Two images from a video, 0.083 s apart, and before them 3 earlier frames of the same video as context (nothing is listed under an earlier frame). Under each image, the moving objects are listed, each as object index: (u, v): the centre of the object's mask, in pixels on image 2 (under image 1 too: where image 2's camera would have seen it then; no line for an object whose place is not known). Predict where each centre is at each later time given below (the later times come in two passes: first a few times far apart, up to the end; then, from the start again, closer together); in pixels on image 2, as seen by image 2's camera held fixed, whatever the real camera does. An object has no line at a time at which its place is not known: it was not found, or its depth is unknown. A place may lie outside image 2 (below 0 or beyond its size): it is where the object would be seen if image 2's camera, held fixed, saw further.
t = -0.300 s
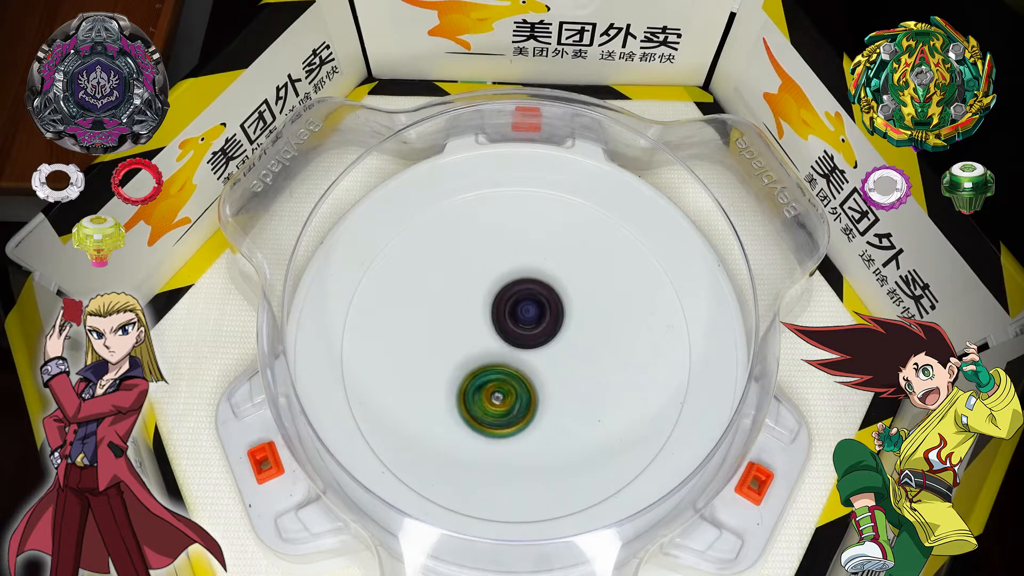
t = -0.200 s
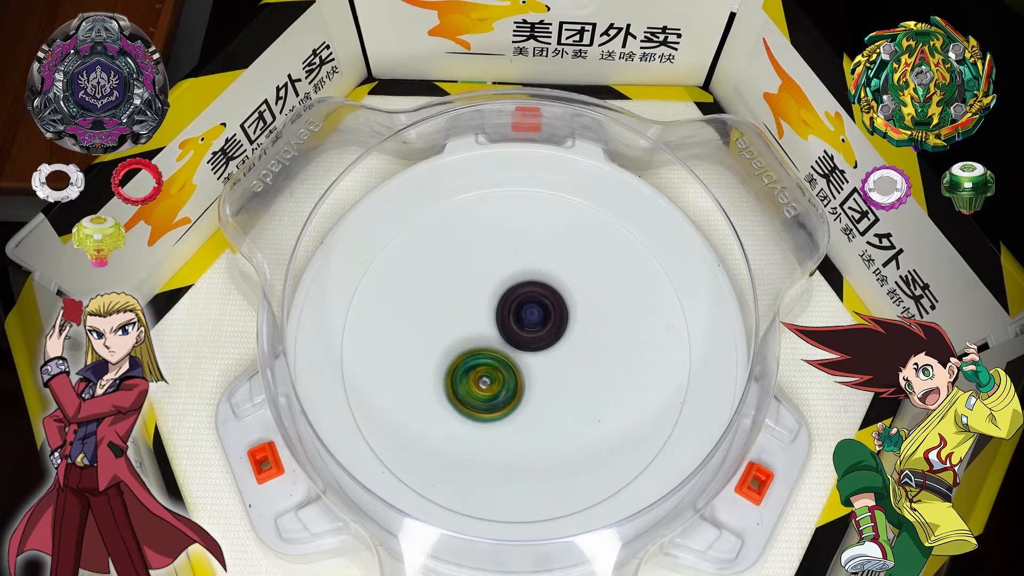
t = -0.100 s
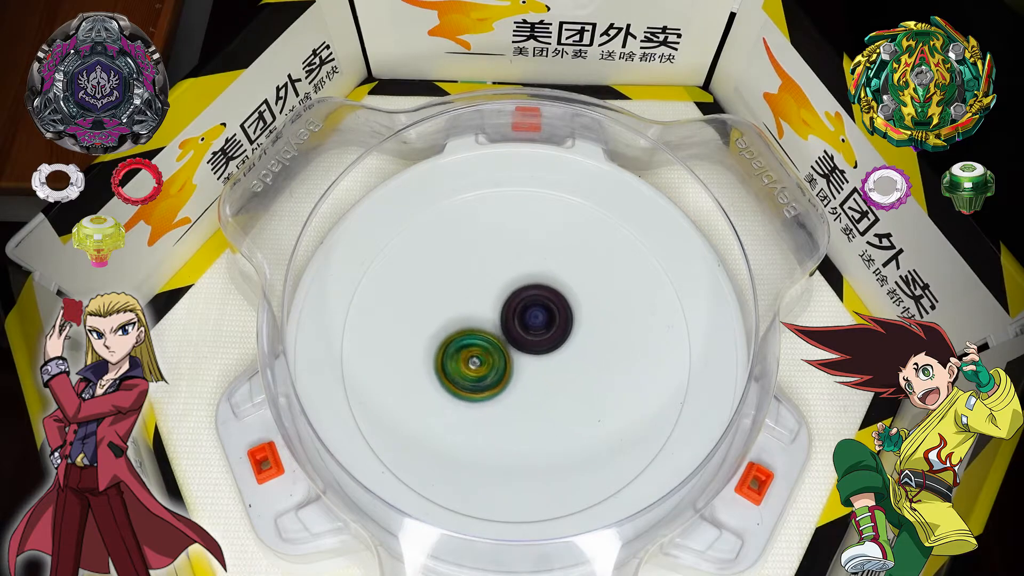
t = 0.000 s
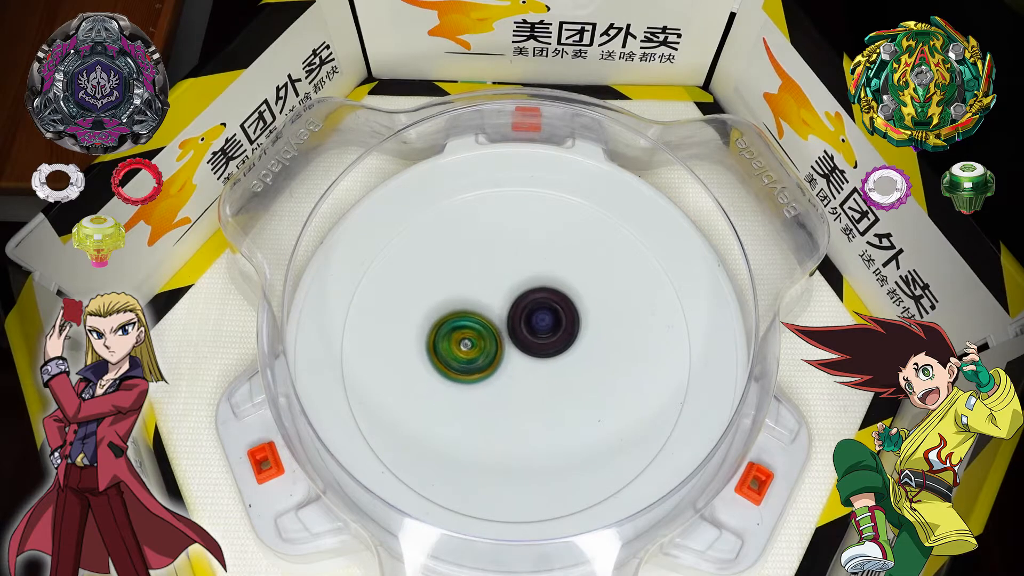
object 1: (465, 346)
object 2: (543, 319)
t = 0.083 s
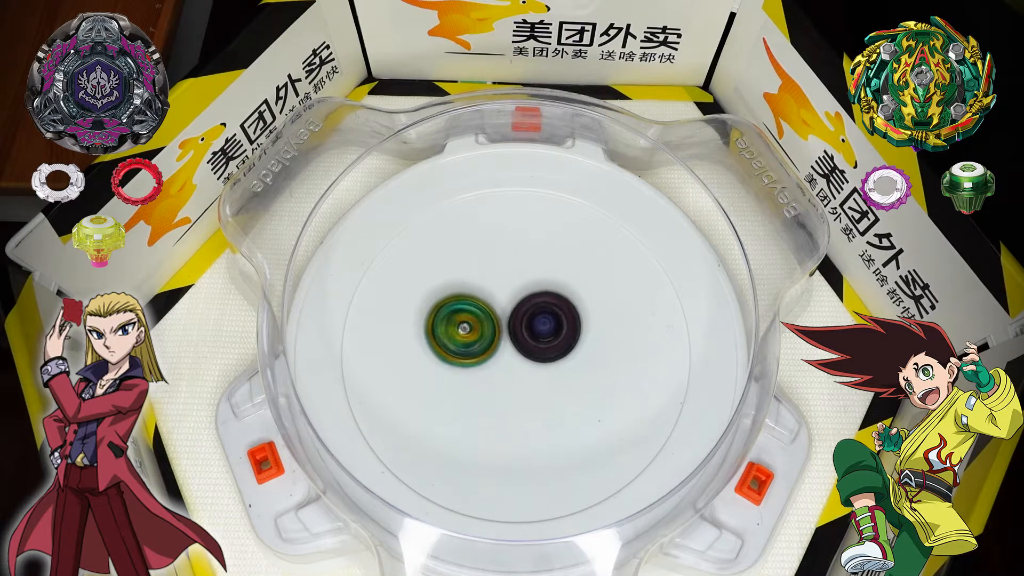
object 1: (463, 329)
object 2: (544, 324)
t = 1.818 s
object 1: (560, 344)
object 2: (480, 359)
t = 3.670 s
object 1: (493, 316)
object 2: (553, 364)
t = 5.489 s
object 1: (519, 385)
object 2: (517, 300)
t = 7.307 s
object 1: (555, 339)
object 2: (460, 324)
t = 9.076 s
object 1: (522, 343)
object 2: (455, 390)
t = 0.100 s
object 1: (462, 327)
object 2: (544, 325)
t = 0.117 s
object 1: (463, 324)
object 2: (545, 326)
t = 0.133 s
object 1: (462, 321)
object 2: (545, 326)
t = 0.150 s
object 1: (463, 318)
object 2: (545, 327)
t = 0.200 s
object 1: (464, 310)
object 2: (545, 330)
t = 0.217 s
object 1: (466, 307)
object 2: (545, 331)
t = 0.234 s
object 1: (466, 305)
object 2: (545, 331)
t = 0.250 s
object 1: (468, 302)
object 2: (546, 332)
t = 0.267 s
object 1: (469, 300)
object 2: (545, 334)
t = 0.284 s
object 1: (471, 298)
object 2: (545, 334)
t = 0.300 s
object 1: (472, 296)
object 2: (545, 335)
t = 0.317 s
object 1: (474, 294)
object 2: (546, 336)
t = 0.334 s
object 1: (476, 293)
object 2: (546, 336)
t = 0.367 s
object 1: (480, 290)
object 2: (545, 339)
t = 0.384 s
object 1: (482, 288)
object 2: (545, 341)
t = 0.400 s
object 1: (484, 288)
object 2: (545, 342)
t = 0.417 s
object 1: (487, 286)
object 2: (545, 343)
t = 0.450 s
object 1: (492, 285)
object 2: (545, 344)
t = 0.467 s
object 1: (495, 285)
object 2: (544, 345)
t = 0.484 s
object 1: (498, 284)
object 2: (544, 347)
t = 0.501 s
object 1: (499, 280)
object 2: (546, 350)
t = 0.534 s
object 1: (501, 274)
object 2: (549, 359)
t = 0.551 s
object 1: (501, 272)
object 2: (549, 361)
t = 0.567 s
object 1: (503, 270)
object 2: (550, 364)
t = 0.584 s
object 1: (504, 270)
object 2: (550, 366)
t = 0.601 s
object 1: (506, 268)
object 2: (550, 368)
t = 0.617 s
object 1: (507, 268)
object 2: (550, 369)
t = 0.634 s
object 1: (509, 267)
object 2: (550, 370)
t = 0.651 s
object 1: (510, 268)
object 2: (549, 370)
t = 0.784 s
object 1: (524, 274)
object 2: (547, 375)
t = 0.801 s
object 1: (525, 275)
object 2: (546, 375)
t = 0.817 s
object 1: (528, 277)
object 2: (545, 375)
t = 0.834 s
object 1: (529, 278)
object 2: (544, 375)
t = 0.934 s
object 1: (539, 292)
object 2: (539, 376)
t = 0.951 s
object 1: (541, 295)
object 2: (538, 376)
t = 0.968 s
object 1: (542, 298)
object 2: (537, 376)
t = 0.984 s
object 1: (544, 300)
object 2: (536, 377)
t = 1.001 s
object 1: (548, 298)
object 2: (534, 381)
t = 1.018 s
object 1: (551, 293)
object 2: (531, 386)
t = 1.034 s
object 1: (553, 291)
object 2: (529, 390)
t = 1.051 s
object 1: (556, 289)
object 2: (526, 391)
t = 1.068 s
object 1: (557, 289)
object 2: (525, 394)
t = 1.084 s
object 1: (558, 288)
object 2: (523, 395)
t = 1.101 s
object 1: (560, 288)
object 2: (522, 395)
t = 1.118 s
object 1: (560, 288)
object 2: (521, 396)
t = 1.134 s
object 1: (562, 289)
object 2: (520, 396)
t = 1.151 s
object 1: (562, 289)
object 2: (519, 396)
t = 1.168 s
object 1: (564, 290)
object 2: (518, 396)
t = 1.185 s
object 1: (564, 291)
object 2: (516, 396)
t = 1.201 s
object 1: (564, 291)
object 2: (515, 397)
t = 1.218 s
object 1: (564, 293)
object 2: (514, 397)
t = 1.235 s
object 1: (565, 294)
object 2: (513, 396)
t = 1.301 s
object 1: (564, 301)
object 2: (509, 394)
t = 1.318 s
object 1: (564, 303)
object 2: (508, 395)
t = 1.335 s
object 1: (563, 306)
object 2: (506, 394)
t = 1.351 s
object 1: (563, 308)
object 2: (505, 393)
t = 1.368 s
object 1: (562, 310)
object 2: (505, 393)
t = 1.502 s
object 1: (553, 330)
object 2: (496, 384)
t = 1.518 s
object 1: (553, 333)
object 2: (495, 385)
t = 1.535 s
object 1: (554, 333)
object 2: (492, 383)
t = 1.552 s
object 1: (555, 335)
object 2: (490, 384)
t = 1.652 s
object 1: (557, 339)
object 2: (483, 376)
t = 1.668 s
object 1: (556, 340)
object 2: (482, 374)
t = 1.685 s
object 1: (557, 340)
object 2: (482, 373)
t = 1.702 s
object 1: (557, 340)
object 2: (482, 371)
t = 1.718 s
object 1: (557, 340)
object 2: (482, 369)
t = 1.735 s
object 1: (557, 341)
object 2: (482, 367)
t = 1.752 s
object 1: (557, 342)
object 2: (482, 366)
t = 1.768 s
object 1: (558, 342)
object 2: (482, 364)
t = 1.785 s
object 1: (558, 343)
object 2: (482, 362)
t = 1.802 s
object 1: (558, 343)
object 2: (482, 360)
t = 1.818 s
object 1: (560, 344)
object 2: (480, 359)
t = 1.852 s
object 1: (563, 343)
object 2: (478, 355)
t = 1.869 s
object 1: (564, 343)
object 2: (477, 353)
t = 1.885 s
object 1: (566, 343)
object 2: (477, 351)
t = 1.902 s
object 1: (566, 344)
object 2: (477, 349)
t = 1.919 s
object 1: (567, 343)
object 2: (477, 347)
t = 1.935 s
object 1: (568, 344)
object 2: (477, 345)
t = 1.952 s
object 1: (568, 344)
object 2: (477, 344)
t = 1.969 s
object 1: (569, 344)
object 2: (478, 342)
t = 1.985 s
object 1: (569, 344)
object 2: (478, 340)
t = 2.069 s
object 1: (567, 345)
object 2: (480, 330)
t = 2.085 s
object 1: (567, 345)
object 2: (481, 328)
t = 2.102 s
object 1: (566, 345)
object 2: (482, 326)
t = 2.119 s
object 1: (565, 345)
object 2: (482, 325)
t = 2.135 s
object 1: (564, 345)
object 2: (482, 323)
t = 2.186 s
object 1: (560, 346)
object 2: (485, 319)
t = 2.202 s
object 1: (559, 345)
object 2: (486, 318)
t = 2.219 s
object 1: (558, 347)
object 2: (486, 316)
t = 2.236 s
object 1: (558, 348)
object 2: (485, 313)
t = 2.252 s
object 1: (560, 348)
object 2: (485, 311)
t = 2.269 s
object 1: (560, 349)
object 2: (485, 308)
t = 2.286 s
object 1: (560, 349)
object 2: (486, 307)
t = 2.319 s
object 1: (559, 350)
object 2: (488, 304)
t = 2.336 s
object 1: (559, 351)
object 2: (489, 303)
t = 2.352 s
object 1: (559, 352)
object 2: (490, 302)
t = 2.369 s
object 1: (558, 351)
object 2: (491, 301)
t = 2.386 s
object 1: (557, 352)
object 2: (492, 300)
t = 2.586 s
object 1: (542, 358)
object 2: (507, 290)
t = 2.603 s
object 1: (541, 359)
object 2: (509, 290)
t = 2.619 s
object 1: (539, 360)
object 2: (511, 291)
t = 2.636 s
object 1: (538, 361)
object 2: (512, 291)
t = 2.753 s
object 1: (526, 366)
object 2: (524, 291)
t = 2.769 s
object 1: (525, 367)
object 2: (525, 291)
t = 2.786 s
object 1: (523, 368)
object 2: (527, 292)
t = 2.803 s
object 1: (521, 368)
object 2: (528, 292)
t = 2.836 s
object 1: (517, 368)
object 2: (531, 293)
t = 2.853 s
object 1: (516, 368)
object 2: (533, 293)
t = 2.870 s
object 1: (514, 368)
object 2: (534, 293)
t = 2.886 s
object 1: (512, 367)
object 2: (536, 294)
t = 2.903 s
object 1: (511, 367)
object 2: (538, 295)
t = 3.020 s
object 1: (500, 361)
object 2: (547, 302)
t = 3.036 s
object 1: (498, 360)
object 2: (548, 303)
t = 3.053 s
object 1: (497, 358)
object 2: (549, 304)
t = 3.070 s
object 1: (496, 357)
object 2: (550, 305)
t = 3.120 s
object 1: (493, 354)
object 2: (553, 309)
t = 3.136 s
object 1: (491, 352)
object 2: (555, 310)
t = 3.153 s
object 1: (490, 350)
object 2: (555, 312)
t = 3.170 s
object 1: (489, 349)
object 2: (556, 313)
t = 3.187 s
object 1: (488, 348)
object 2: (557, 315)
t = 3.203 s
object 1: (488, 347)
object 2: (558, 316)
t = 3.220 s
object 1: (486, 345)
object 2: (558, 318)
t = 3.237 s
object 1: (486, 343)
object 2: (559, 320)
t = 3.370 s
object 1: (482, 332)
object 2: (562, 333)
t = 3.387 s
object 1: (482, 331)
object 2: (562, 335)
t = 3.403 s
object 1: (481, 330)
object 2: (562, 337)
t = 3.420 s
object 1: (481, 328)
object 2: (562, 339)
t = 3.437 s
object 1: (481, 327)
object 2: (562, 341)
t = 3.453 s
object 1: (481, 326)
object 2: (562, 343)
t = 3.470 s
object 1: (482, 325)
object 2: (562, 344)
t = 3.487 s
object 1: (482, 324)
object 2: (561, 346)
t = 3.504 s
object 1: (482, 322)
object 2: (561, 348)
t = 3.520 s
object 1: (483, 322)
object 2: (560, 350)
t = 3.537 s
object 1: (484, 321)
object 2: (560, 351)
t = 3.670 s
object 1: (493, 316)
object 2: (553, 364)
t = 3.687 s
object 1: (495, 315)
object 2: (552, 366)
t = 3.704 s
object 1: (495, 312)
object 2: (553, 369)
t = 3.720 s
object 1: (494, 310)
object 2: (552, 372)
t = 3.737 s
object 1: (494, 307)
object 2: (552, 375)
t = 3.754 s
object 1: (495, 306)
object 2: (551, 376)
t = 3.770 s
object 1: (495, 305)
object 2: (549, 377)
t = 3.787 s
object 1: (496, 303)
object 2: (548, 379)
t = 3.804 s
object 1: (496, 303)
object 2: (547, 379)
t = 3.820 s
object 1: (496, 302)
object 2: (545, 380)
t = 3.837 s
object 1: (497, 301)
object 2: (543, 381)
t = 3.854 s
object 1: (498, 301)
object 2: (542, 382)
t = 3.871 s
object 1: (498, 300)
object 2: (541, 382)
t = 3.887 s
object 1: (500, 300)
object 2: (539, 383)
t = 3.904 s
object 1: (500, 300)
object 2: (538, 383)
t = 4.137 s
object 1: (520, 308)
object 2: (513, 384)
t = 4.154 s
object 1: (521, 308)
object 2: (512, 385)
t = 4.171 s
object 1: (523, 308)
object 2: (510, 384)
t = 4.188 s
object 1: (524, 308)
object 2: (508, 384)
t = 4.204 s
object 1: (525, 308)
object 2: (506, 384)
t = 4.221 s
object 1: (527, 309)
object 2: (505, 383)
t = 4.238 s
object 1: (528, 310)
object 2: (503, 382)
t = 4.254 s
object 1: (529, 310)
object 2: (502, 382)
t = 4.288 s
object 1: (532, 312)
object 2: (499, 379)
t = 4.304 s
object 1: (534, 312)
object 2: (498, 380)
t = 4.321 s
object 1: (536, 312)
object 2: (496, 379)
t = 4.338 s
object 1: (537, 313)
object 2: (495, 378)
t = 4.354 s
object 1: (537, 313)
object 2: (494, 377)
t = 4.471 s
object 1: (546, 319)
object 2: (488, 369)
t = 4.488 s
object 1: (547, 320)
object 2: (486, 367)
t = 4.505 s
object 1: (552, 318)
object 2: (483, 368)
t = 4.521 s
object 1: (556, 318)
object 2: (479, 367)
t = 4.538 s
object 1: (559, 318)
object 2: (477, 367)
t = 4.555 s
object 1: (561, 319)
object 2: (476, 365)
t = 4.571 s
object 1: (563, 319)
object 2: (475, 364)
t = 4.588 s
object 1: (565, 319)
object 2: (474, 362)
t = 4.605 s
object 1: (566, 319)
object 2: (473, 361)
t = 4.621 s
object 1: (568, 319)
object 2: (473, 359)
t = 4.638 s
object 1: (570, 320)
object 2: (472, 356)
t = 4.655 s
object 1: (571, 321)
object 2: (472, 355)
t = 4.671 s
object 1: (573, 321)
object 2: (472, 353)
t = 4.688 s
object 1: (574, 323)
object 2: (471, 352)
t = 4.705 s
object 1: (574, 323)
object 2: (471, 350)
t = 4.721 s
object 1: (575, 324)
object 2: (471, 348)
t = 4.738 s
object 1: (576, 326)
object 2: (471, 347)
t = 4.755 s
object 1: (576, 327)
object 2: (471, 345)
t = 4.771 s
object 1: (576, 328)
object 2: (471, 343)
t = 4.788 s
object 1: (576, 329)
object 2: (471, 341)
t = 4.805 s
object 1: (576, 331)
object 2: (472, 339)
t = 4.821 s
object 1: (575, 332)
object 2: (472, 337)
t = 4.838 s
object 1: (575, 334)
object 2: (472, 334)
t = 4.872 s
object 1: (573, 336)
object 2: (473, 330)
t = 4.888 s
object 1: (572, 338)
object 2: (474, 329)
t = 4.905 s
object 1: (570, 339)
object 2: (475, 327)
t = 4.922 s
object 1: (568, 340)
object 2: (476, 325)
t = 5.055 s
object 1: (552, 349)
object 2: (483, 312)
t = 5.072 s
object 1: (550, 351)
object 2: (484, 311)
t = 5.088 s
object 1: (551, 357)
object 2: (482, 307)
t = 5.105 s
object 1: (552, 361)
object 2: (481, 303)
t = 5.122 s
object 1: (553, 365)
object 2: (480, 300)
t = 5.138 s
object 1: (553, 368)
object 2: (481, 300)
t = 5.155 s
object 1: (553, 371)
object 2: (482, 299)
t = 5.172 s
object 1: (553, 373)
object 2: (483, 298)
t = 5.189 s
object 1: (552, 374)
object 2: (485, 297)
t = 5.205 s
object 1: (552, 376)
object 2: (486, 296)
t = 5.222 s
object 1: (551, 378)
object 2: (488, 296)
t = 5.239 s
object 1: (549, 381)
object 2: (490, 295)
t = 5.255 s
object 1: (548, 382)
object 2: (491, 294)
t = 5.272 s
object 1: (546, 384)
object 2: (494, 295)
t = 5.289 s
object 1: (544, 385)
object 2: (495, 295)
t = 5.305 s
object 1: (543, 386)
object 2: (497, 294)
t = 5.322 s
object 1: (541, 387)
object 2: (499, 295)
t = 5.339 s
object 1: (539, 388)
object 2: (500, 294)
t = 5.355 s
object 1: (537, 388)
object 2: (502, 294)
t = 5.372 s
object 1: (535, 388)
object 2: (504, 295)
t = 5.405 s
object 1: (530, 388)
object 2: (508, 297)
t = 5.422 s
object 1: (528, 388)
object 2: (509, 297)
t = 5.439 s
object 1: (526, 387)
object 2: (511, 298)
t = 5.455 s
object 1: (523, 386)
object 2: (513, 298)
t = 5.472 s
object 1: (521, 385)
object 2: (515, 299)
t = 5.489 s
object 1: (519, 385)
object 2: (517, 300)
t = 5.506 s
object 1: (517, 383)
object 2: (519, 301)
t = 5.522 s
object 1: (514, 381)
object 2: (521, 302)
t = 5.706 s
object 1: (493, 363)
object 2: (545, 307)
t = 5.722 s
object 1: (490, 362)
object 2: (547, 308)
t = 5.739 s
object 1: (489, 359)
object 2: (549, 309)
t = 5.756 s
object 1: (488, 358)
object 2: (550, 310)
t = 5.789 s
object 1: (486, 355)
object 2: (553, 313)
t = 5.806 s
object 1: (485, 353)
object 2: (554, 314)
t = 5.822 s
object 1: (485, 351)
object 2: (555, 316)
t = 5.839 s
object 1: (484, 349)
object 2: (556, 317)
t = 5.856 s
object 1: (483, 346)
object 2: (556, 319)
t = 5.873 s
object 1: (484, 344)
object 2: (557, 321)
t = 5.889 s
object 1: (484, 342)
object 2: (558, 322)
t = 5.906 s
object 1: (484, 340)
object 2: (558, 324)
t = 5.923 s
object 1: (484, 338)
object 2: (559, 326)
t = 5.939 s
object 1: (484, 336)
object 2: (560, 328)
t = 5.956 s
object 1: (484, 334)
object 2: (561, 330)
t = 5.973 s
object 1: (484, 331)
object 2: (562, 331)
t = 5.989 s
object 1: (486, 329)
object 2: (562, 334)
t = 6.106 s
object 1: (492, 317)
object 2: (562, 347)
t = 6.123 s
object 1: (493, 316)
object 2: (563, 350)
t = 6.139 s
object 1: (494, 313)
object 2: (563, 352)
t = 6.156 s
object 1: (496, 312)
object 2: (562, 354)
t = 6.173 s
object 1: (498, 311)
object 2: (562, 356)
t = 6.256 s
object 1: (504, 307)
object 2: (557, 362)
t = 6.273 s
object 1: (506, 307)
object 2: (556, 364)
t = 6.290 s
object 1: (508, 305)
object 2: (556, 367)
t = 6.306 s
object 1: (509, 298)
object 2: (557, 372)
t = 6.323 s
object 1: (507, 295)
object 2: (557, 378)
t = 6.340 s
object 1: (505, 290)
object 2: (557, 381)
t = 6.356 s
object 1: (505, 286)
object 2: (556, 385)
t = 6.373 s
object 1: (505, 284)
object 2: (555, 387)
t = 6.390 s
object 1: (506, 283)
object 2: (553, 389)
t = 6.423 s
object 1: (508, 281)
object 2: (550, 391)
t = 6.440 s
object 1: (508, 280)
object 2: (548, 393)
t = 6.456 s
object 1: (508, 278)
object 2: (546, 393)
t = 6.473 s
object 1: (510, 277)
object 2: (544, 393)
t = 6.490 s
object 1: (511, 276)
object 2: (542, 394)
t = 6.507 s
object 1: (512, 276)
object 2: (540, 394)
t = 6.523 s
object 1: (514, 276)
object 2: (538, 395)
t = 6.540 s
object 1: (515, 277)
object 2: (536, 394)
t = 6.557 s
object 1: (516, 277)
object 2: (533, 395)
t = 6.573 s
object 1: (517, 278)
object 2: (532, 394)
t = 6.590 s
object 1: (518, 279)
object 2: (529, 394)
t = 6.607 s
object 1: (520, 280)
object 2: (527, 393)
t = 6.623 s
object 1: (522, 281)
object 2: (525, 393)
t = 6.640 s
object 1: (522, 283)
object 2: (523, 392)
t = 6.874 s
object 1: (526, 313)
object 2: (489, 379)
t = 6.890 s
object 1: (526, 315)
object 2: (486, 377)
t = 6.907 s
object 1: (526, 317)
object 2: (484, 376)
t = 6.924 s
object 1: (528, 319)
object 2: (481, 376)
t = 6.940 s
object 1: (529, 320)
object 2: (479, 376)
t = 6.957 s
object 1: (532, 321)
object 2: (475, 375)
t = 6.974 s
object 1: (533, 322)
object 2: (472, 374)
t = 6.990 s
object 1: (534, 322)
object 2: (471, 372)
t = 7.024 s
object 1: (534, 323)
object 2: (468, 369)
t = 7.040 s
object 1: (534, 323)
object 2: (466, 366)
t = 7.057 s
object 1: (535, 322)
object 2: (466, 365)
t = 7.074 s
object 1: (537, 323)
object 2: (465, 362)
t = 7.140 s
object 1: (539, 327)
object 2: (465, 353)
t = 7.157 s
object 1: (539, 328)
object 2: (465, 351)
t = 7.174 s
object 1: (538, 328)
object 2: (466, 348)
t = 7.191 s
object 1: (543, 329)
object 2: (463, 345)
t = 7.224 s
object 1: (548, 335)
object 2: (458, 337)
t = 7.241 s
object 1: (550, 335)
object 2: (458, 334)
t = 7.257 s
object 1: (552, 336)
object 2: (457, 331)
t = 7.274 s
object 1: (553, 336)
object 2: (458, 329)
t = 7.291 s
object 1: (554, 338)
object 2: (458, 326)
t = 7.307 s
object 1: (555, 339)
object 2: (460, 324)
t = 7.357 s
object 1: (557, 344)
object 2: (463, 317)
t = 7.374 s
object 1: (557, 345)
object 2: (464, 315)
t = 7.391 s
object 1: (556, 347)
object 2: (466, 313)
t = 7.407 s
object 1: (556, 348)
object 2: (467, 311)
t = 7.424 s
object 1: (556, 349)
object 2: (469, 309)
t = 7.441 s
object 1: (555, 350)
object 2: (471, 307)
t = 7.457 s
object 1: (553, 352)
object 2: (472, 305)
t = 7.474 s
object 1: (552, 353)
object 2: (475, 304)
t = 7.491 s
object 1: (551, 354)
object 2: (477, 302)
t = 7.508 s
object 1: (550, 354)
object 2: (479, 301)
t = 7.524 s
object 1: (548, 355)
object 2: (481, 299)
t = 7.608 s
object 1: (539, 355)
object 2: (494, 292)
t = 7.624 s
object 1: (537, 355)
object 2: (497, 293)
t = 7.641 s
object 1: (536, 357)
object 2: (500, 291)
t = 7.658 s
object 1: (535, 360)
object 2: (502, 285)
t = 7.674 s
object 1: (533, 362)
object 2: (505, 283)
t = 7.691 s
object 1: (530, 364)
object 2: (508, 281)
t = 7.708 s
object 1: (528, 364)
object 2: (511, 280)
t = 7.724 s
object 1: (526, 363)
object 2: (513, 280)
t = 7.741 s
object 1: (525, 362)
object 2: (516, 280)
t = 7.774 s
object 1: (523, 361)
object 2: (521, 280)
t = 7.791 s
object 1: (523, 360)
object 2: (523, 280)
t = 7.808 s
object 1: (523, 360)
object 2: (526, 281)
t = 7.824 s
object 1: (523, 360)
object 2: (528, 282)
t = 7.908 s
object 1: (518, 354)
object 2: (541, 286)
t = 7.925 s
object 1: (517, 352)
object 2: (544, 288)
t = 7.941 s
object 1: (516, 350)
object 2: (547, 289)
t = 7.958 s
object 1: (510, 351)
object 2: (551, 289)
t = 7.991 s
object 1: (503, 352)
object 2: (563, 289)
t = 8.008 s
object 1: (501, 352)
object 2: (567, 290)
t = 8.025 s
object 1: (499, 352)
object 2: (571, 293)
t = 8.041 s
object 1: (498, 351)
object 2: (573, 295)
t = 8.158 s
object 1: (497, 348)
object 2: (586, 316)
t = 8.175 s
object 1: (497, 348)
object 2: (587, 319)
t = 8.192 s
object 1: (497, 347)
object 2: (589, 323)
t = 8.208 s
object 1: (497, 346)
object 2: (589, 326)
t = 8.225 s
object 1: (497, 344)
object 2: (590, 330)
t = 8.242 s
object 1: (498, 343)
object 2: (590, 333)
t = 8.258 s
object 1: (499, 343)
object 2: (591, 337)
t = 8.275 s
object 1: (500, 343)
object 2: (590, 341)
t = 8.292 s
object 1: (501, 342)
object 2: (591, 344)
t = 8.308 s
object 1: (502, 341)
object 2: (590, 348)
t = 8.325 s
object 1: (504, 341)
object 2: (590, 352)
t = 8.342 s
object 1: (506, 341)
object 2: (589, 356)
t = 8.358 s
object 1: (507, 342)
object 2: (589, 359)
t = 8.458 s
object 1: (510, 346)
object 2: (579, 380)
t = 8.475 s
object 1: (510, 347)
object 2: (578, 384)
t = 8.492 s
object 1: (511, 346)
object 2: (575, 387)
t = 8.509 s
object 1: (512, 346)
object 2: (572, 390)
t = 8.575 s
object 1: (514, 347)
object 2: (561, 403)
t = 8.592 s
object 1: (514, 345)
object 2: (558, 407)
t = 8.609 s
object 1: (514, 344)
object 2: (555, 410)
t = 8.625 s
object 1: (515, 343)
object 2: (551, 413)
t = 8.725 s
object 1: (522, 347)
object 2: (528, 422)
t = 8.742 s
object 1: (521, 348)
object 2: (524, 423)
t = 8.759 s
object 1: (521, 348)
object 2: (520, 424)
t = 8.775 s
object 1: (520, 348)
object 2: (515, 424)
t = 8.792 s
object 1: (520, 348)
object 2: (512, 424)
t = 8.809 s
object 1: (519, 348)
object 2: (507, 424)
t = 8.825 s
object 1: (519, 347)
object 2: (504, 423)
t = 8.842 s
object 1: (518, 347)
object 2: (500, 423)
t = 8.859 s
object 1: (517, 346)
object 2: (496, 422)
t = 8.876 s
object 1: (517, 345)
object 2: (492, 420)
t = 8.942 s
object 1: (518, 343)
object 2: (478, 413)
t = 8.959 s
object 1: (518, 342)
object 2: (474, 411)
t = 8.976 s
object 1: (519, 342)
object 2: (471, 408)
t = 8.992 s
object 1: (519, 342)
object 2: (469, 406)
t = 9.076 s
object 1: (522, 343)
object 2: (455, 390)
